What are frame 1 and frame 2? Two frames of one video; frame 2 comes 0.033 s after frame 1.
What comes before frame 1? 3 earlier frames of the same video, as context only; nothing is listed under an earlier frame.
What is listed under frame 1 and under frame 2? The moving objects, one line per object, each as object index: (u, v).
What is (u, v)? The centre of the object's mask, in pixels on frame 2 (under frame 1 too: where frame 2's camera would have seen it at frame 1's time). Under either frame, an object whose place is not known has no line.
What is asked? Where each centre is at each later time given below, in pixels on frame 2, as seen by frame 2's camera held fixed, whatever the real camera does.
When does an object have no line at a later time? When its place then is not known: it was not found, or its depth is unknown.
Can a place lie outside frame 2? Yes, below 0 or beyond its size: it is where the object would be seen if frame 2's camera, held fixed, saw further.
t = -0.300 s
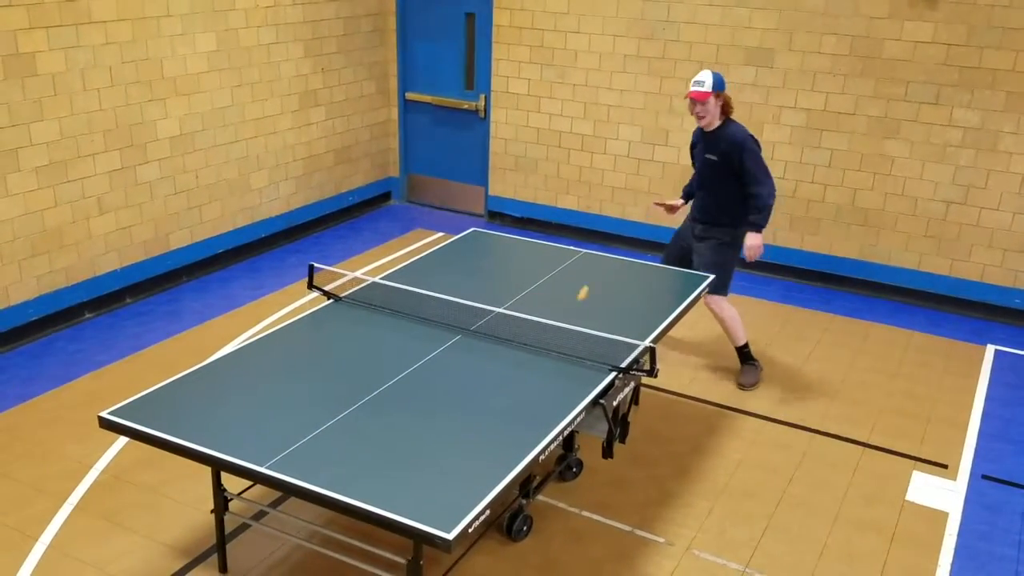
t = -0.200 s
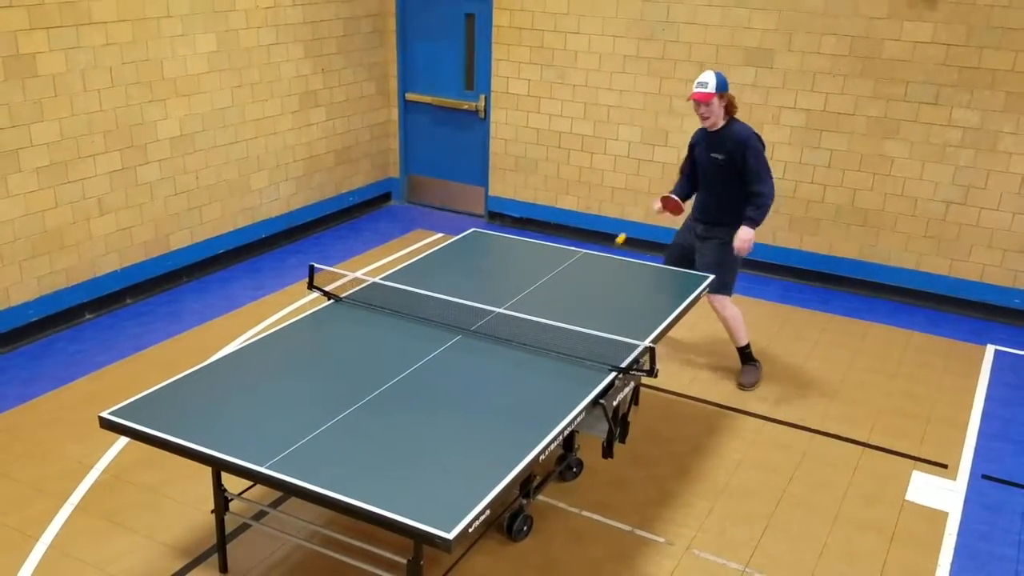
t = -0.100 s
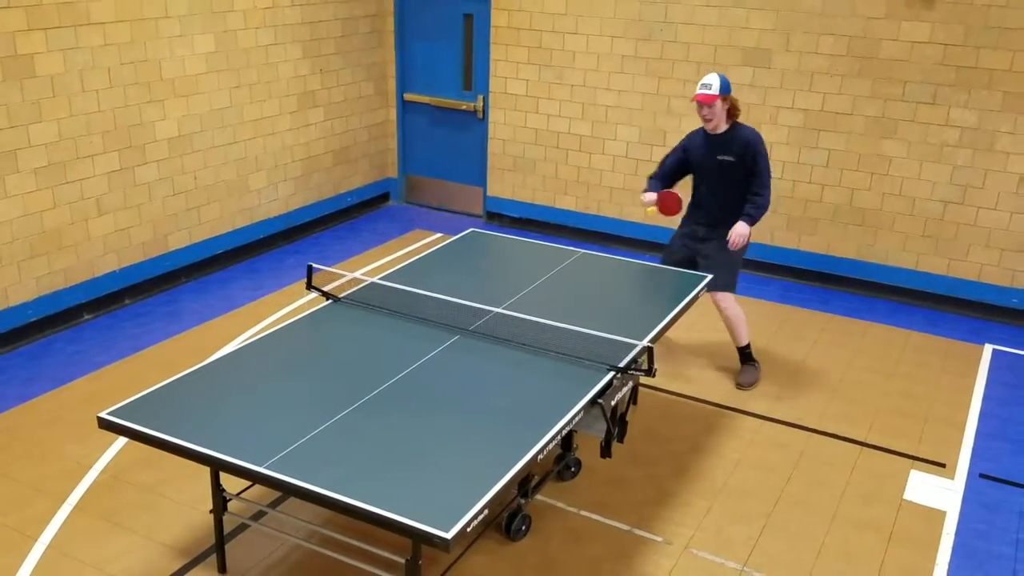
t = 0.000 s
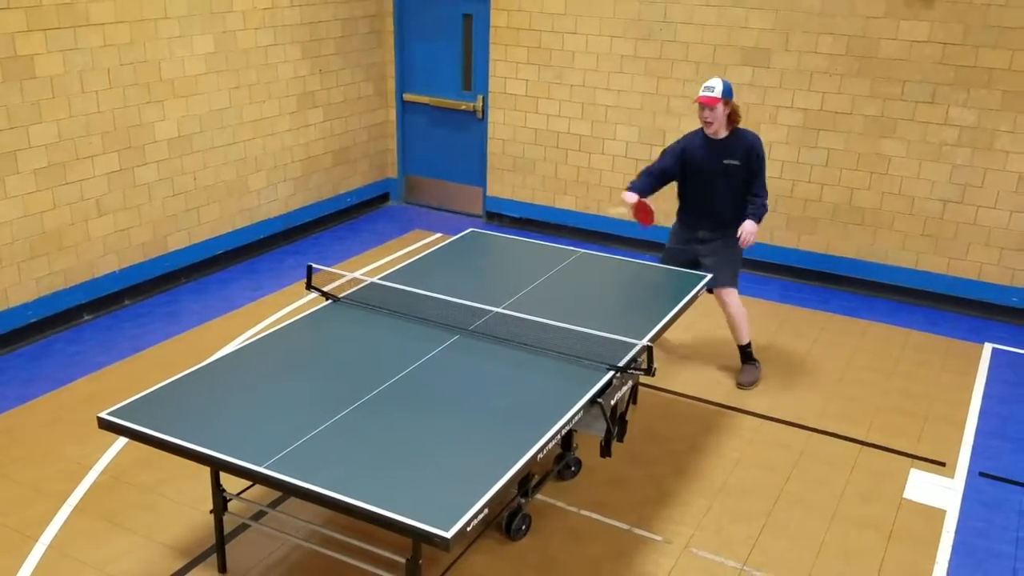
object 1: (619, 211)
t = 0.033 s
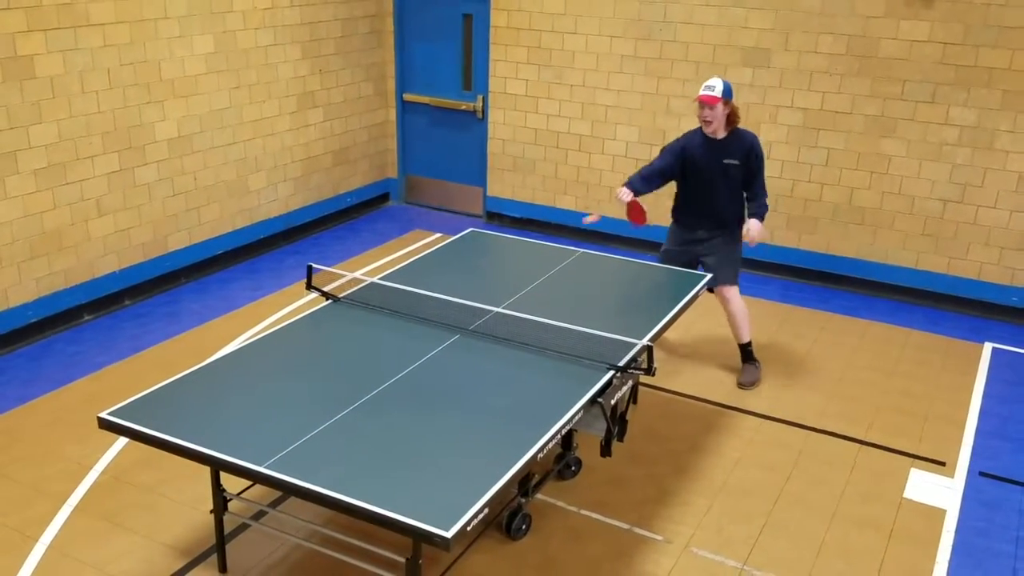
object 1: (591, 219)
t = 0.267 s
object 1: (378, 351)
